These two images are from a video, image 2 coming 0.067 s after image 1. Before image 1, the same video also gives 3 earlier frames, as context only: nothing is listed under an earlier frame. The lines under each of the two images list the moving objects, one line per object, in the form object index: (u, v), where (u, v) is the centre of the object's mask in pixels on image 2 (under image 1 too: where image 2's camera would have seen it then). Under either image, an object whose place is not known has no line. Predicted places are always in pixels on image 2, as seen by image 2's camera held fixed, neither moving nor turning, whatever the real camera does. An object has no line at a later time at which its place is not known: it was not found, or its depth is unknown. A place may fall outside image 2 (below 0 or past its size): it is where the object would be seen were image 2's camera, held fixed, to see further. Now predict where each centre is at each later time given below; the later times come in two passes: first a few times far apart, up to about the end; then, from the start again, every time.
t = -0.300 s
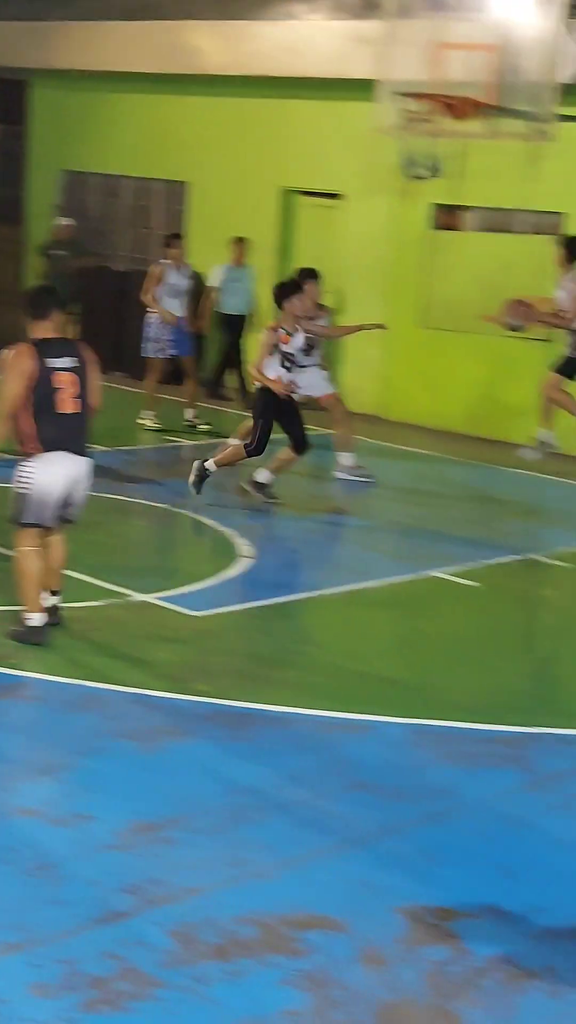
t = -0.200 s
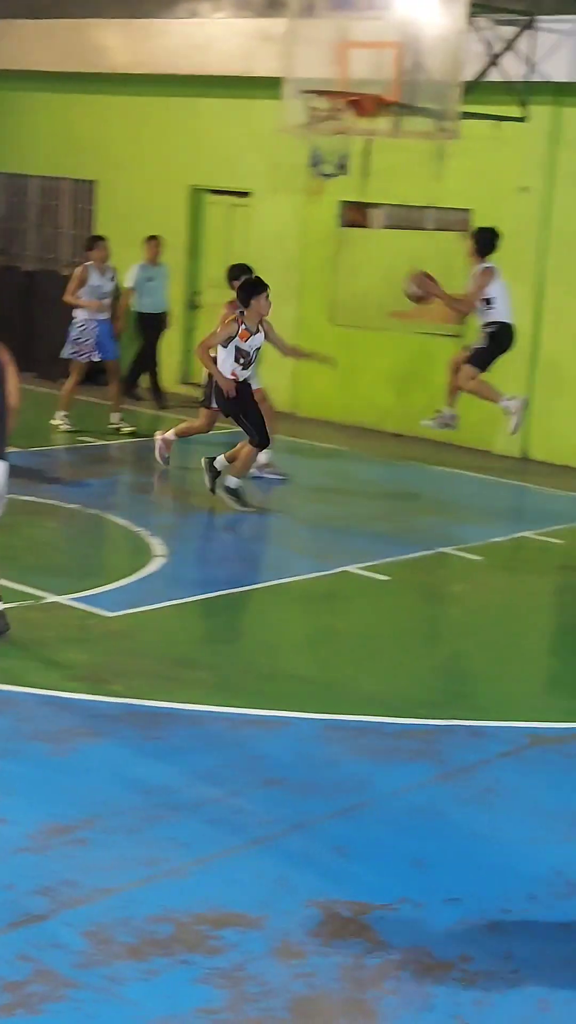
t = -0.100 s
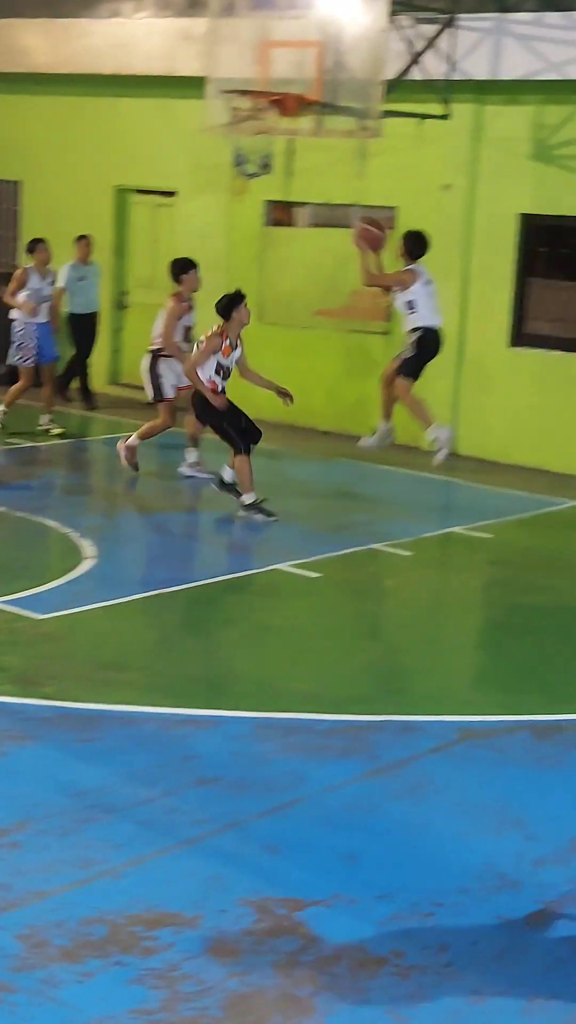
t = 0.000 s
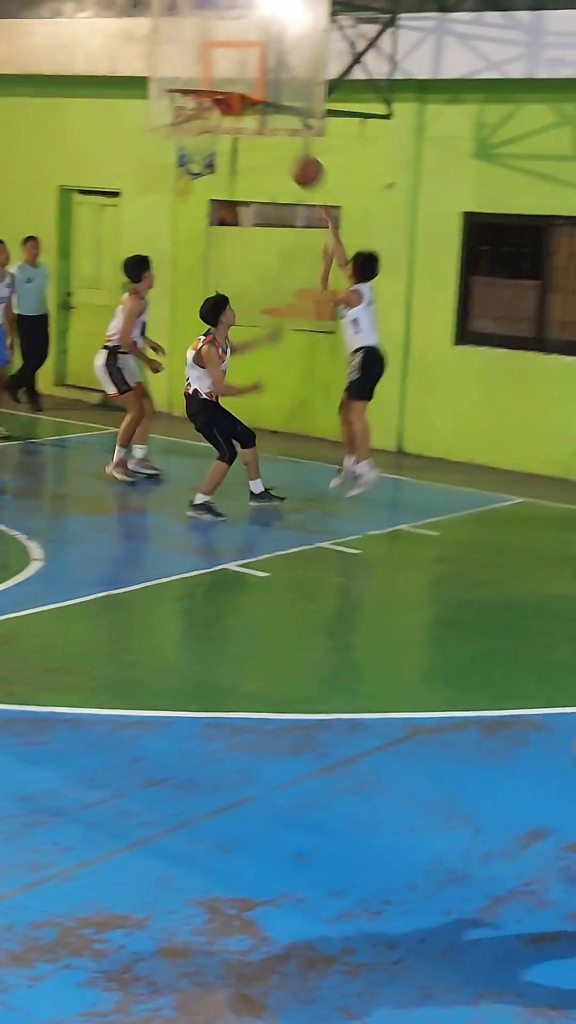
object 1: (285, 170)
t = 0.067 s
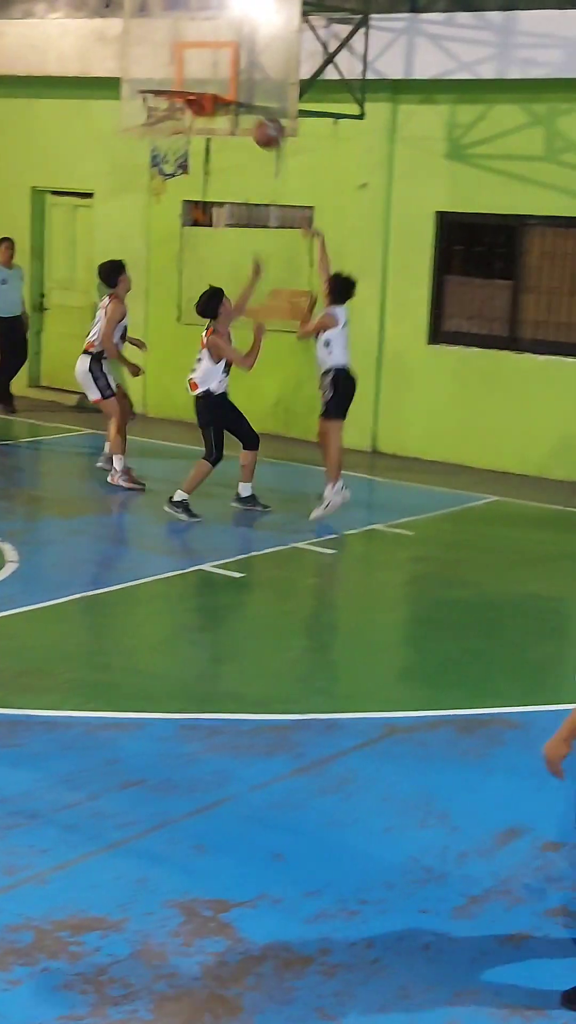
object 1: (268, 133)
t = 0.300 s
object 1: (223, 48)
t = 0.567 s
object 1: (159, 51)
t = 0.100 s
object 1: (261, 116)
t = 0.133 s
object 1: (256, 99)
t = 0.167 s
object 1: (249, 85)
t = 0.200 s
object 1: (242, 73)
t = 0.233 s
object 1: (235, 63)
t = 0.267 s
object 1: (229, 55)
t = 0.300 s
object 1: (223, 48)
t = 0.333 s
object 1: (217, 43)
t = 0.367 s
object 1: (211, 39)
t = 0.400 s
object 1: (203, 36)
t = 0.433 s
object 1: (194, 36)
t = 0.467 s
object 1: (185, 36)
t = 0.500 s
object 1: (177, 40)
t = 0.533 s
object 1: (168, 44)
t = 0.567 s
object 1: (159, 51)
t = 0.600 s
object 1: (150, 57)
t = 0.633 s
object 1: (142, 65)
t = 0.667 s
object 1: (132, 75)
